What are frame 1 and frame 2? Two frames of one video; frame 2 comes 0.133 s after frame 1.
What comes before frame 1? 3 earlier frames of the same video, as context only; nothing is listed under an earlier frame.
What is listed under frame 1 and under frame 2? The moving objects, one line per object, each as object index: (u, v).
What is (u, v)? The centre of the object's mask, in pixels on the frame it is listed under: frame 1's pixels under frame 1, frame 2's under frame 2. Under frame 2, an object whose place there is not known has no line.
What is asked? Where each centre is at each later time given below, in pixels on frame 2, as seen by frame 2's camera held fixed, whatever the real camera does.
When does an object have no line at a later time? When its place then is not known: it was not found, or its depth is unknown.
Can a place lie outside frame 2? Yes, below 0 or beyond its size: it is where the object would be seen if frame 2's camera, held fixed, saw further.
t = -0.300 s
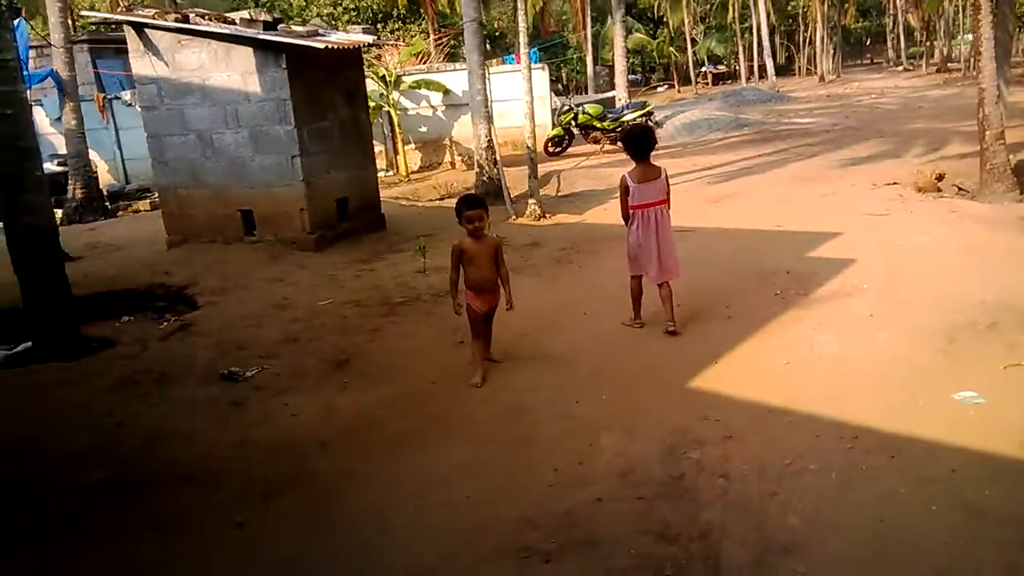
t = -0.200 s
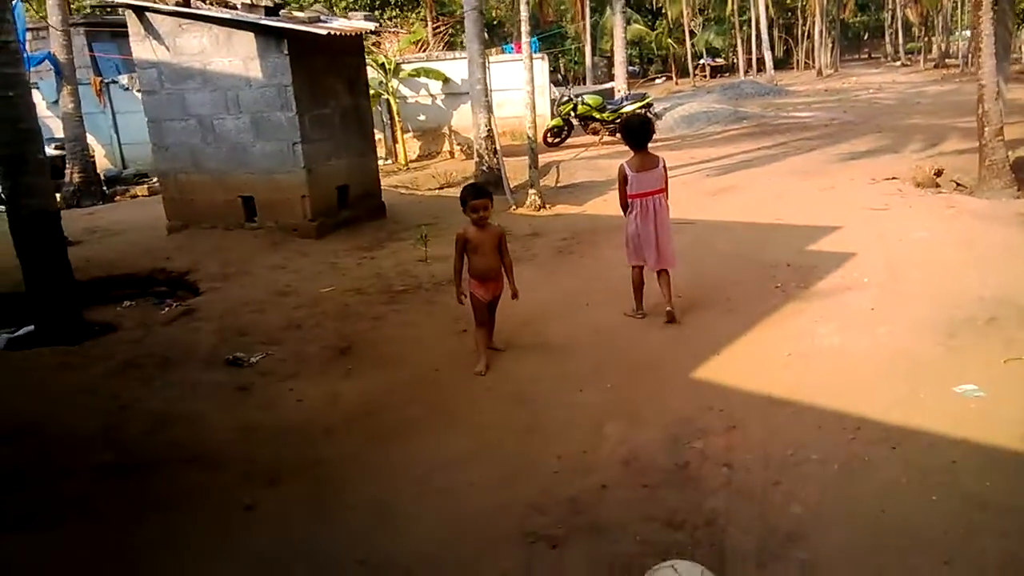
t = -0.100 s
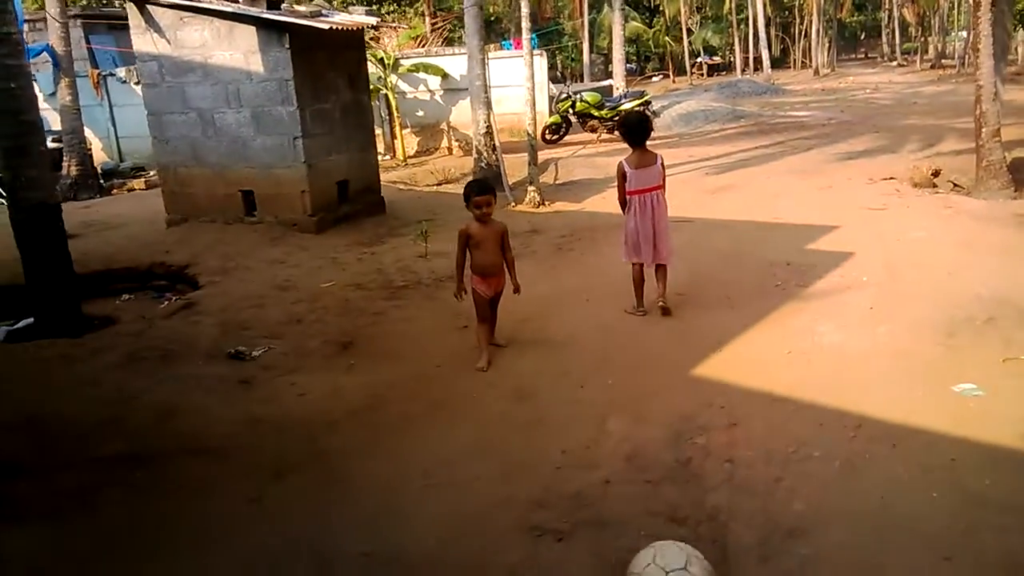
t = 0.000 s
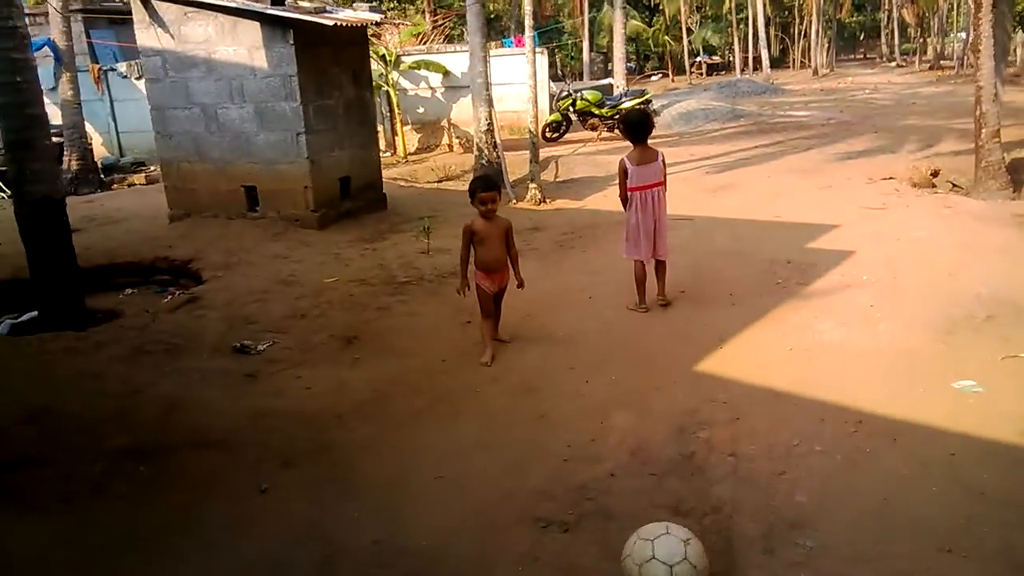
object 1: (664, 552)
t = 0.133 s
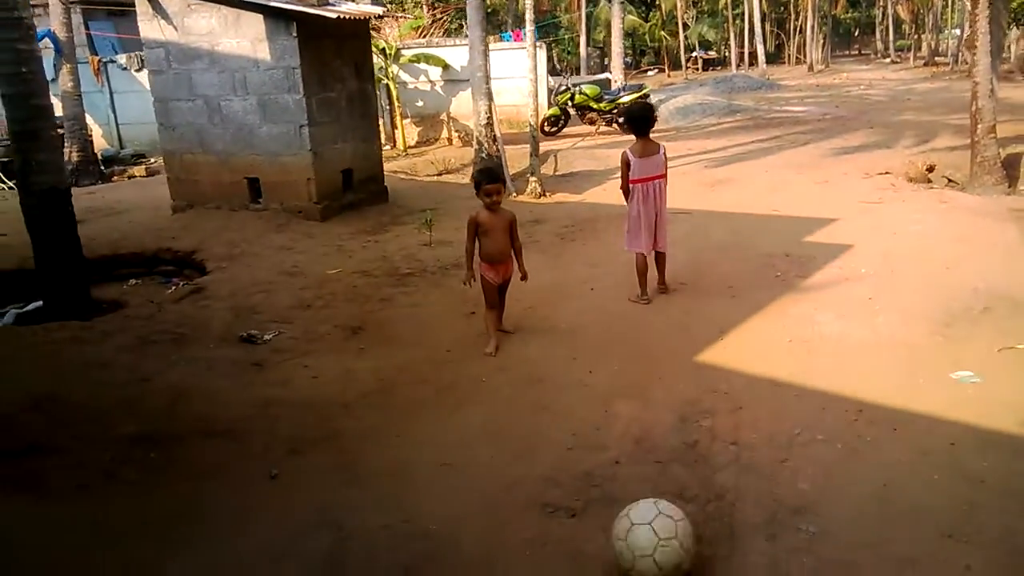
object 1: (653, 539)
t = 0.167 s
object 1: (650, 537)
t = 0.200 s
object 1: (644, 536)
